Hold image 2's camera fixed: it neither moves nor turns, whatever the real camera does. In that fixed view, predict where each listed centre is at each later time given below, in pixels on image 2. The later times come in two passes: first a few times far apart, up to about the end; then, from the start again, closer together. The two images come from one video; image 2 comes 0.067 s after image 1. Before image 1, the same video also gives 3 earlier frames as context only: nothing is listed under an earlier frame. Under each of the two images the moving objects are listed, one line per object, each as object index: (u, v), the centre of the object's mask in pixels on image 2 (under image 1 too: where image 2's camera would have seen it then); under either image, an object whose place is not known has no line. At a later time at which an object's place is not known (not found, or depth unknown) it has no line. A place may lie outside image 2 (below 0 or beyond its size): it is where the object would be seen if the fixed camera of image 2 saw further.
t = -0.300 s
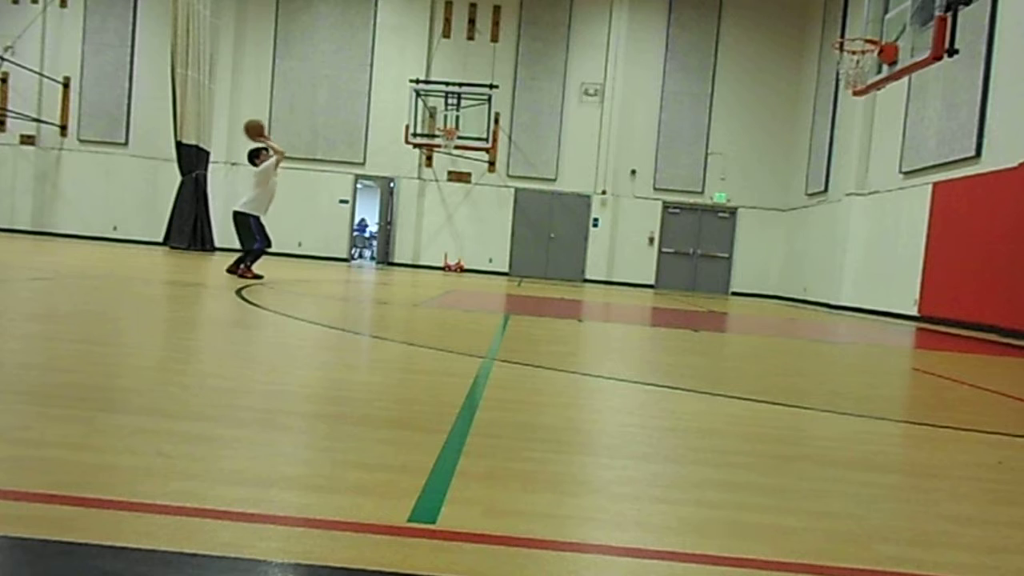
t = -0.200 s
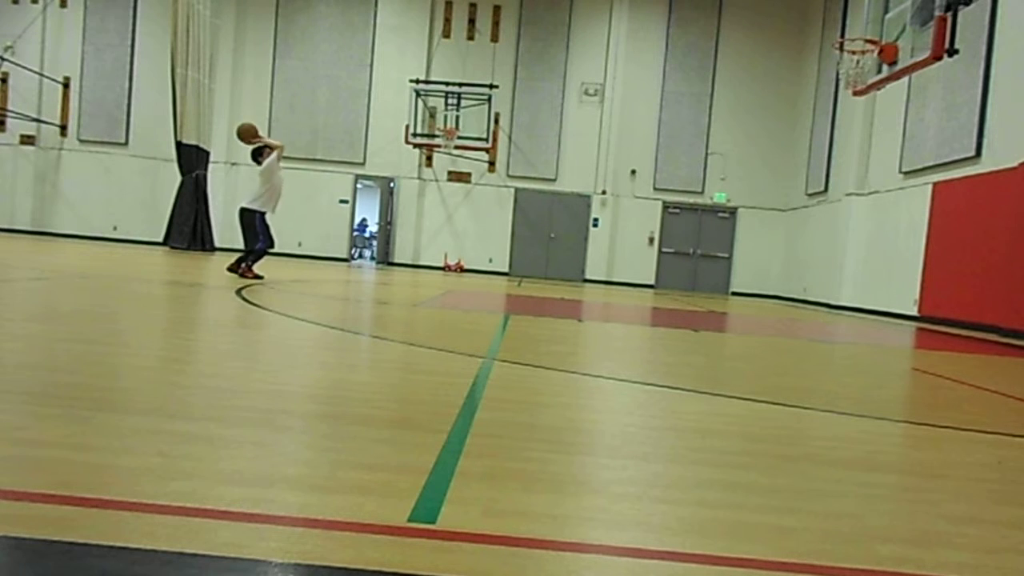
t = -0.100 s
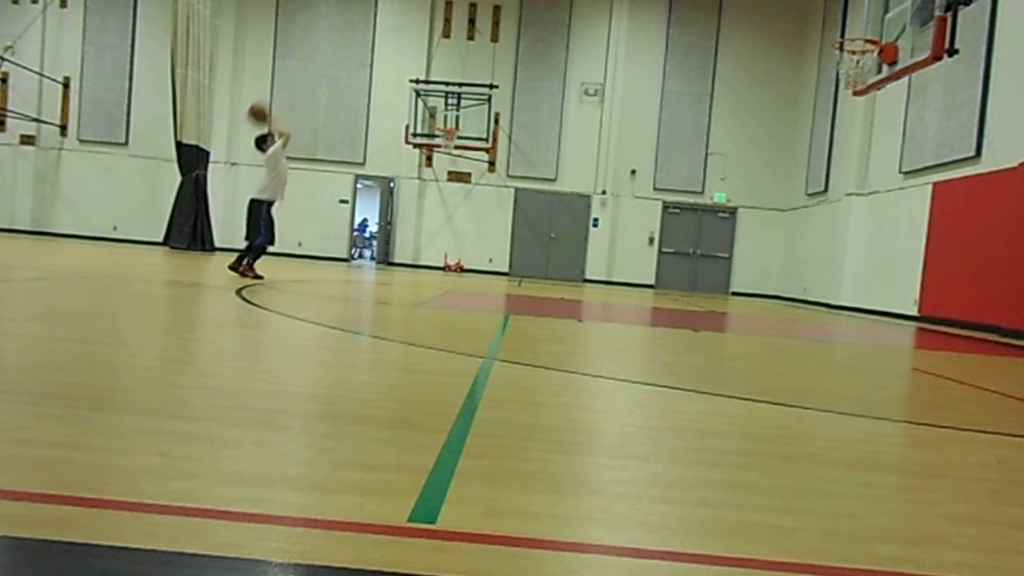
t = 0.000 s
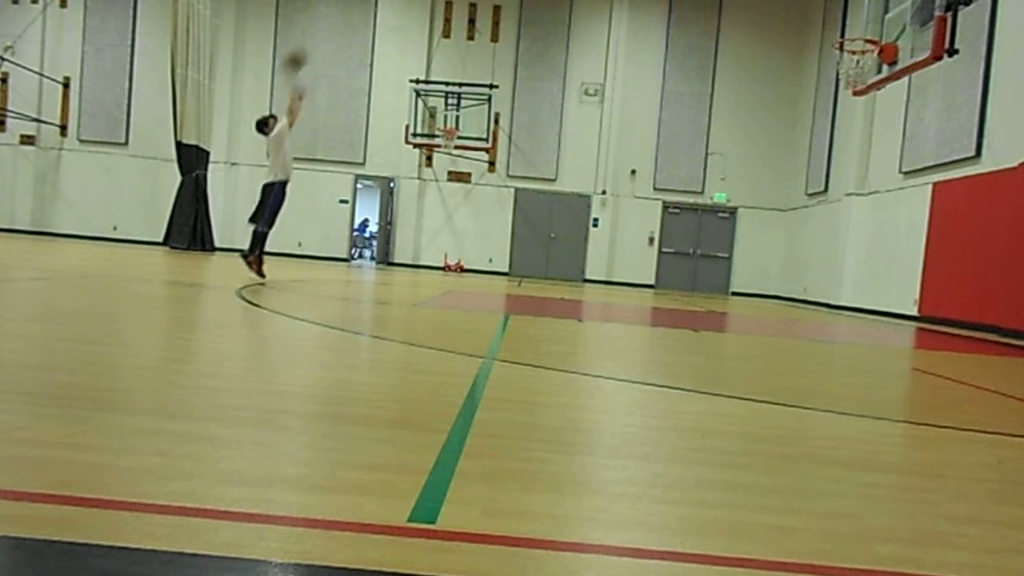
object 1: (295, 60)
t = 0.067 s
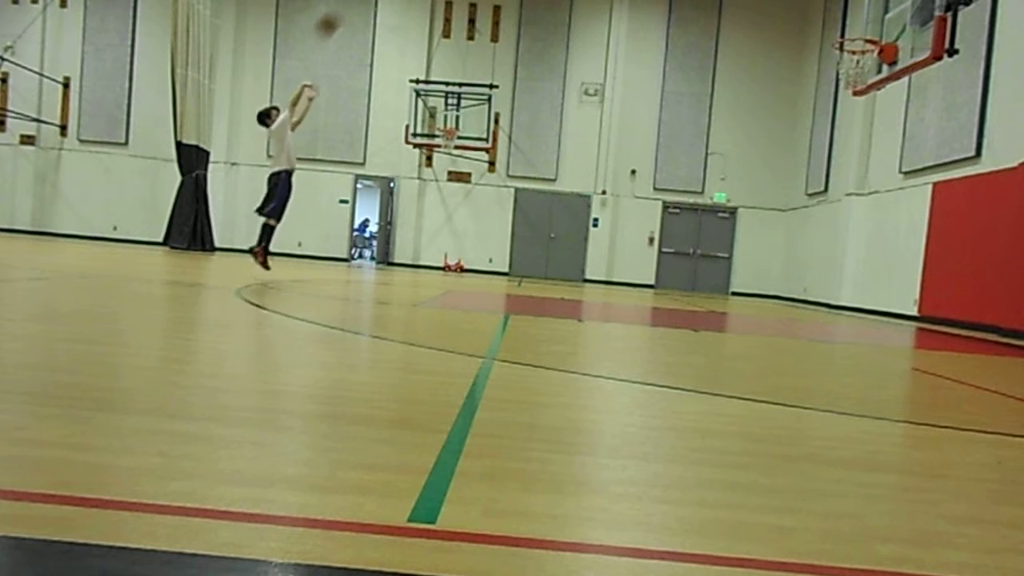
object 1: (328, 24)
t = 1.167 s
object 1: (835, 12)
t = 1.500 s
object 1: (863, 73)
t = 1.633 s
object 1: (852, 89)
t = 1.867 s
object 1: (836, 123)
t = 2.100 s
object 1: (816, 213)
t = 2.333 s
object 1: (798, 293)
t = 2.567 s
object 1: (805, 203)
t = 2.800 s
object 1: (807, 161)
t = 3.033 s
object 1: (804, 173)
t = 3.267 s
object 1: (794, 242)
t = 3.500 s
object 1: (785, 288)
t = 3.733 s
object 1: (786, 220)
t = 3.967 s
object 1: (781, 208)
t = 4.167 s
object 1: (772, 246)
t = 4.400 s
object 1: (758, 304)
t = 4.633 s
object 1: (756, 243)
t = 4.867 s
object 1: (748, 246)
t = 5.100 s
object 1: (731, 316)
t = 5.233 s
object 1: (729, 289)
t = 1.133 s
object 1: (824, 5)
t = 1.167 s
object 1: (835, 12)
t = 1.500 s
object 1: (863, 73)
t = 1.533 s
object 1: (859, 73)
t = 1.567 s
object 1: (857, 77)
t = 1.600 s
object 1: (855, 89)
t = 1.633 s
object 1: (852, 89)
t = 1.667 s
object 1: (850, 90)
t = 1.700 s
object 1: (848, 92)
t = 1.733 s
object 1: (846, 95)
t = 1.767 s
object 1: (844, 102)
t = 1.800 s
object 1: (841, 107)
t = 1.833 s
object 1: (839, 115)
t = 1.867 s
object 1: (836, 123)
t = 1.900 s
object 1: (834, 133)
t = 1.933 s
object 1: (831, 144)
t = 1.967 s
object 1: (828, 156)
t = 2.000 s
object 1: (825, 168)
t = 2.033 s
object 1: (822, 182)
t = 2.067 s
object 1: (819, 197)
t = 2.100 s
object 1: (816, 213)
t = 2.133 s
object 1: (813, 230)
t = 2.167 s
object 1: (809, 248)
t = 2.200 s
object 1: (806, 266)
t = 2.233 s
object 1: (802, 286)
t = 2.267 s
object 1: (797, 310)
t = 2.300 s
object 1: (796, 310)
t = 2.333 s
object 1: (798, 293)
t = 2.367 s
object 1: (799, 278)
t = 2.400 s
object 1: (800, 263)
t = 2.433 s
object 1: (801, 249)
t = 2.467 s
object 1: (802, 235)
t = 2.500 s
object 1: (803, 223)
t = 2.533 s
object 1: (804, 212)
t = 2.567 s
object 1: (805, 203)
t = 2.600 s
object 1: (806, 193)
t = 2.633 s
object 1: (806, 186)
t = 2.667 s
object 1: (806, 178)
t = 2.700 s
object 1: (807, 172)
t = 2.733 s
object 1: (807, 167)
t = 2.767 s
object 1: (807, 164)
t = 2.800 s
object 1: (807, 161)
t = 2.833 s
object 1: (807, 160)
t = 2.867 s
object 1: (806, 159)
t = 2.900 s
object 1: (806, 160)
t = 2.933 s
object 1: (806, 161)
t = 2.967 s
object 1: (805, 164)
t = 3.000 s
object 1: (804, 168)
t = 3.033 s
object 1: (804, 173)
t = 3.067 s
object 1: (802, 179)
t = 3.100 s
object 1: (801, 187)
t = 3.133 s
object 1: (800, 195)
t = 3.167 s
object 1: (798, 206)
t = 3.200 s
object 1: (797, 216)
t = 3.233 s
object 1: (796, 229)
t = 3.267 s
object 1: (794, 242)
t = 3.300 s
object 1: (792, 257)
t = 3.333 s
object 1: (790, 272)
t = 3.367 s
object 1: (788, 289)
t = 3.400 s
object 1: (786, 309)
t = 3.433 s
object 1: (784, 319)
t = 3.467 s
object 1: (785, 303)
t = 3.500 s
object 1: (785, 288)
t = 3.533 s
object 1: (786, 275)
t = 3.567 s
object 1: (786, 263)
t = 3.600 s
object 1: (786, 252)
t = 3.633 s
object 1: (786, 242)
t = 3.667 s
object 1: (786, 234)
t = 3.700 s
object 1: (787, 226)
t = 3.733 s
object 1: (786, 220)
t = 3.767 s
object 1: (786, 214)
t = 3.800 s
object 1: (785, 211)
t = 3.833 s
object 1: (785, 208)
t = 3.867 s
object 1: (784, 206)
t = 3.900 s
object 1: (783, 206)
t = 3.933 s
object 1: (782, 206)
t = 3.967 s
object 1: (781, 208)
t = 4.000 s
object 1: (780, 211)
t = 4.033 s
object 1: (778, 216)
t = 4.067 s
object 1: (777, 222)
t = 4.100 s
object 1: (775, 228)
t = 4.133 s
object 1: (774, 237)
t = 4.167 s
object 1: (772, 246)
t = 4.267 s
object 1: (764, 283)
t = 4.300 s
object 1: (762, 298)
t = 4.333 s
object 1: (759, 315)
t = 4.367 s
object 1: (758, 317)
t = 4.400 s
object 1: (758, 304)
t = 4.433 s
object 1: (758, 291)
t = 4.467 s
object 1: (758, 279)
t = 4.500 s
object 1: (758, 270)
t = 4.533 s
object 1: (758, 261)
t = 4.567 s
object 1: (758, 254)
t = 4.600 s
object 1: (757, 248)
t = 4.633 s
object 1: (756, 243)
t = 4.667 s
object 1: (755, 239)
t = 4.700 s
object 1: (755, 237)
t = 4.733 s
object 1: (753, 236)
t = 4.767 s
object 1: (752, 236)
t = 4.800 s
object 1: (751, 238)
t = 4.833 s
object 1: (749, 241)
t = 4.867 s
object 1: (748, 246)
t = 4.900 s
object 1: (745, 251)
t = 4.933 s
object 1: (744, 259)
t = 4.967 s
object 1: (742, 267)
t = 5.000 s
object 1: (740, 277)
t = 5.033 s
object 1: (737, 289)
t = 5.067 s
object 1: (734, 302)
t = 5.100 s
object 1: (731, 316)
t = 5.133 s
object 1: (729, 319)
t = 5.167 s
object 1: (729, 309)
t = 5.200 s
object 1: (729, 298)
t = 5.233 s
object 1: (729, 289)
